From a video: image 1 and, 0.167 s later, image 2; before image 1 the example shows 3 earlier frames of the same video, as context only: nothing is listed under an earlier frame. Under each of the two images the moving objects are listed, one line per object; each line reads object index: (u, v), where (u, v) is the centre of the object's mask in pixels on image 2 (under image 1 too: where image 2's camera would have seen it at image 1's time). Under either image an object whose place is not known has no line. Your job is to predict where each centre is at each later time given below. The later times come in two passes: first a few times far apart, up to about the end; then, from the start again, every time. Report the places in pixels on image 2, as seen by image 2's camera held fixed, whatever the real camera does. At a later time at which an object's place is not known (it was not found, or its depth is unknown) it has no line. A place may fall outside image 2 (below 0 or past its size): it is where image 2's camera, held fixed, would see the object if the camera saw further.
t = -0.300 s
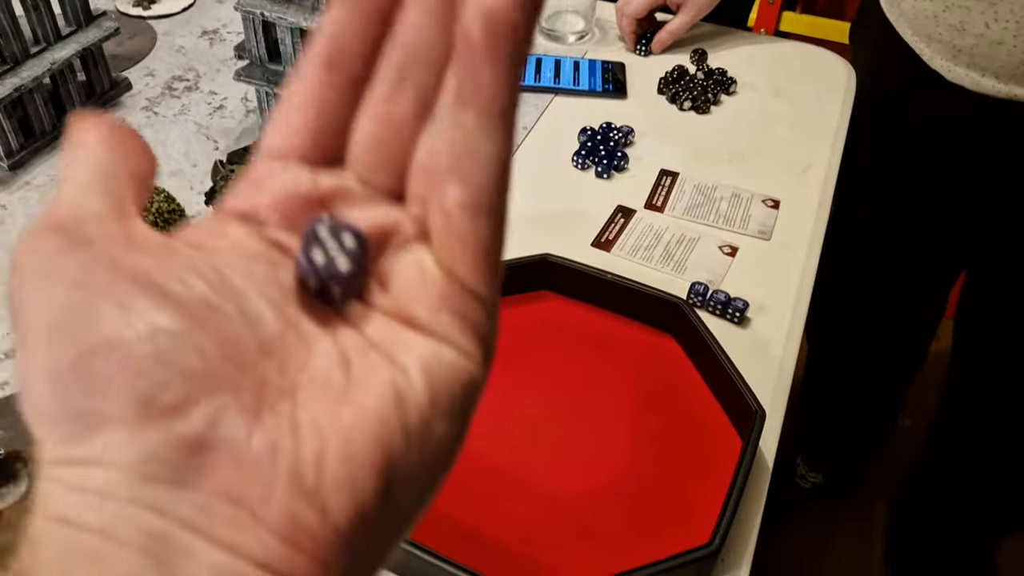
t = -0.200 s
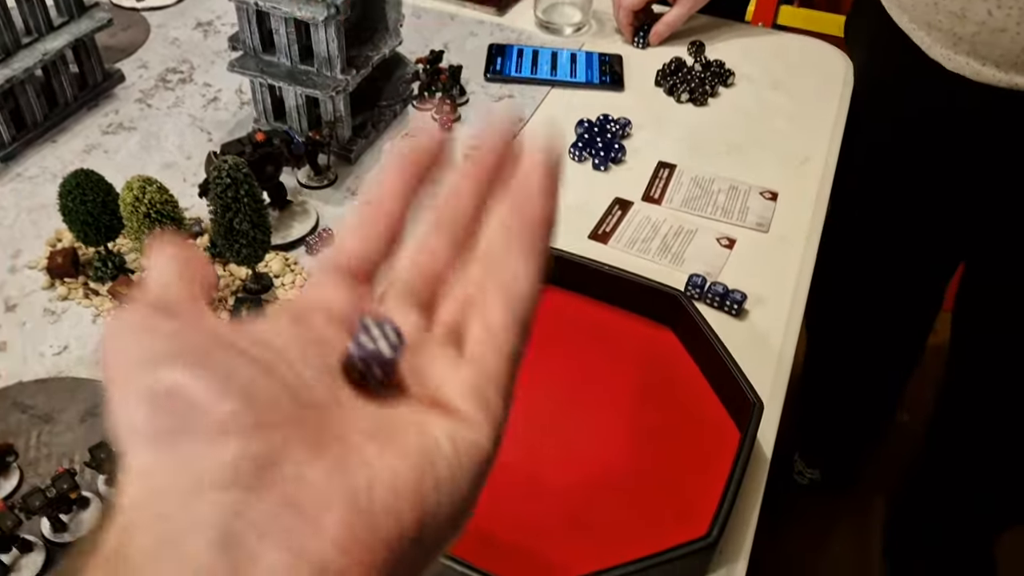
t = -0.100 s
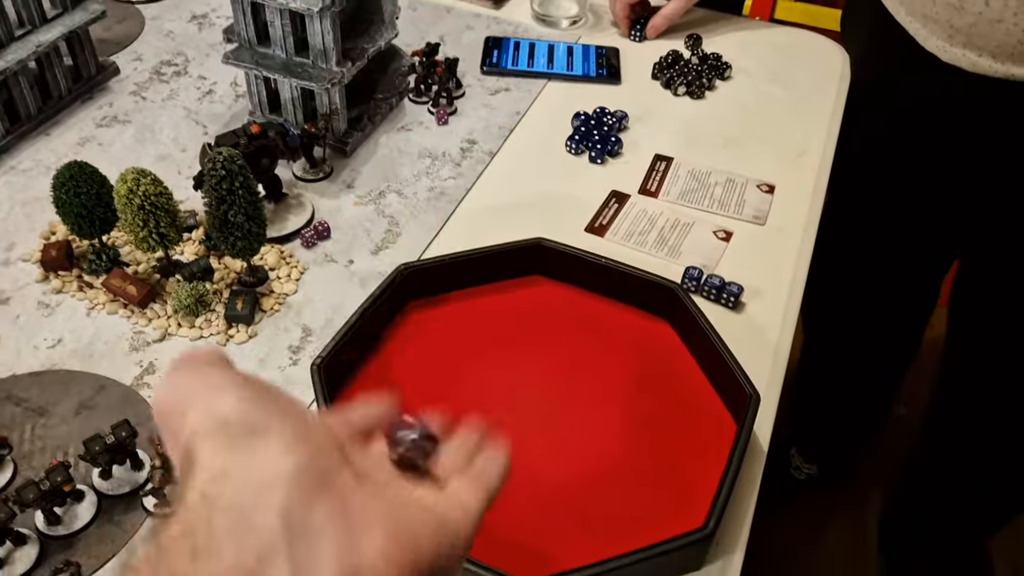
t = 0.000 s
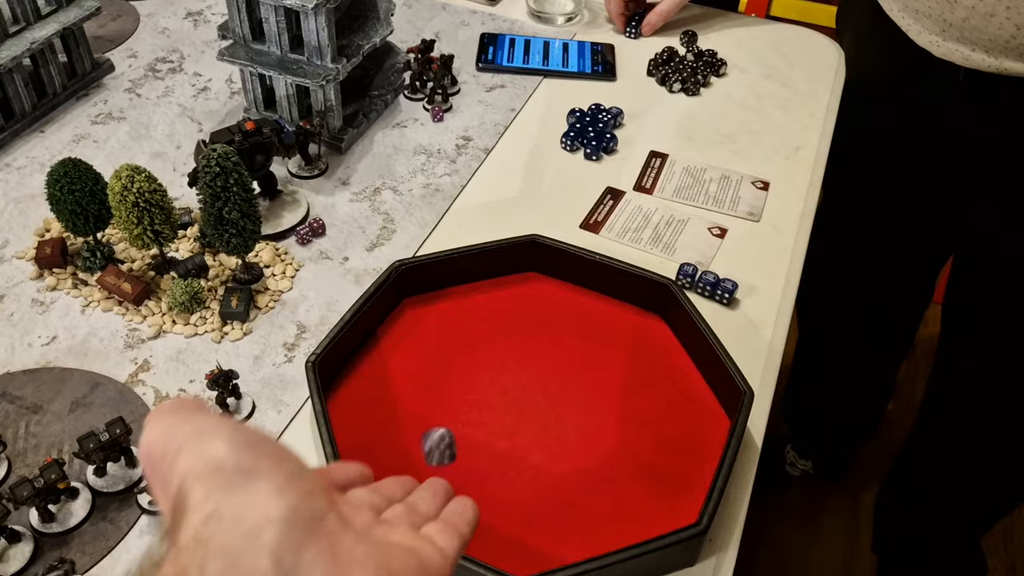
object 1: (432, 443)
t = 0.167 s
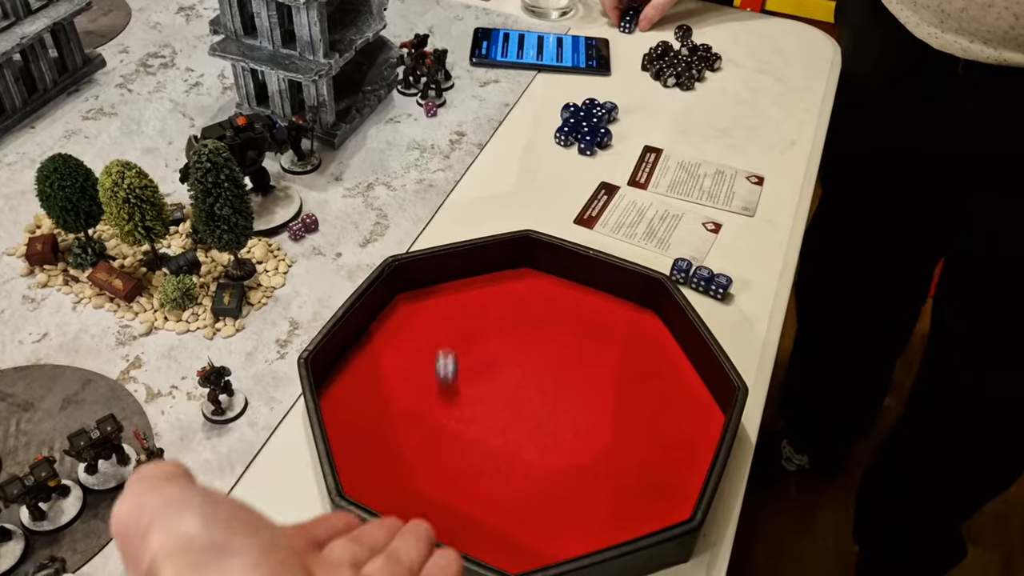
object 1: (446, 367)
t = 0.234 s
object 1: (447, 305)
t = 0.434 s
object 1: (479, 312)
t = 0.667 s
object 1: (492, 331)
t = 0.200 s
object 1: (447, 343)
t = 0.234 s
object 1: (447, 305)
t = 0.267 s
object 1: (447, 285)
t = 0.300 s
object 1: (452, 283)
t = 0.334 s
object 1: (460, 290)
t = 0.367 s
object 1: (467, 298)
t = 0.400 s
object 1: (473, 306)
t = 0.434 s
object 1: (479, 312)
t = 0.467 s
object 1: (486, 317)
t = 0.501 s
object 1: (492, 324)
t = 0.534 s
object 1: (497, 327)
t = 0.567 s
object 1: (498, 328)
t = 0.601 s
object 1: (498, 330)
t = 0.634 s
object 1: (496, 332)
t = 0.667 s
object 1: (492, 331)
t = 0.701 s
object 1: (487, 331)
